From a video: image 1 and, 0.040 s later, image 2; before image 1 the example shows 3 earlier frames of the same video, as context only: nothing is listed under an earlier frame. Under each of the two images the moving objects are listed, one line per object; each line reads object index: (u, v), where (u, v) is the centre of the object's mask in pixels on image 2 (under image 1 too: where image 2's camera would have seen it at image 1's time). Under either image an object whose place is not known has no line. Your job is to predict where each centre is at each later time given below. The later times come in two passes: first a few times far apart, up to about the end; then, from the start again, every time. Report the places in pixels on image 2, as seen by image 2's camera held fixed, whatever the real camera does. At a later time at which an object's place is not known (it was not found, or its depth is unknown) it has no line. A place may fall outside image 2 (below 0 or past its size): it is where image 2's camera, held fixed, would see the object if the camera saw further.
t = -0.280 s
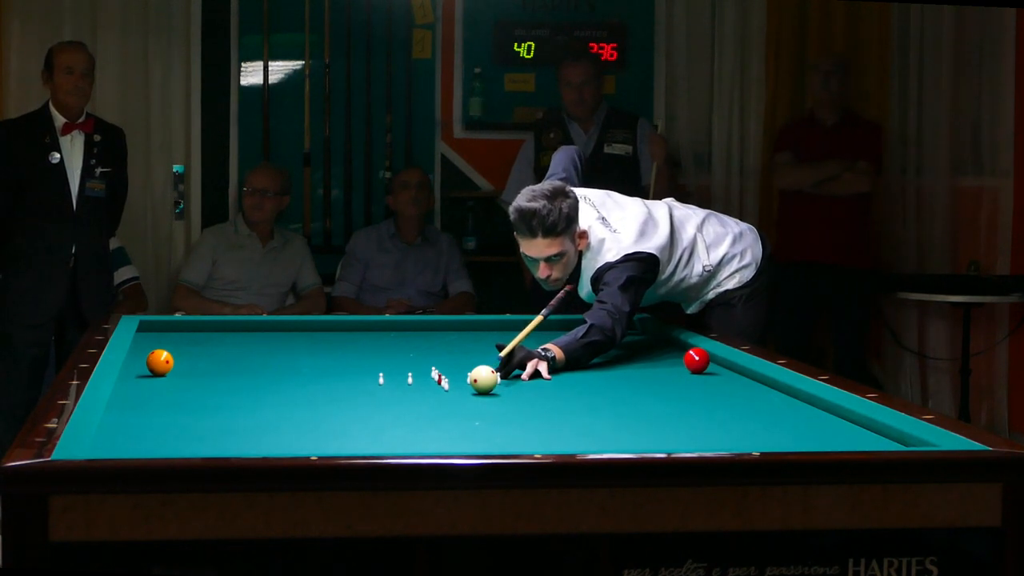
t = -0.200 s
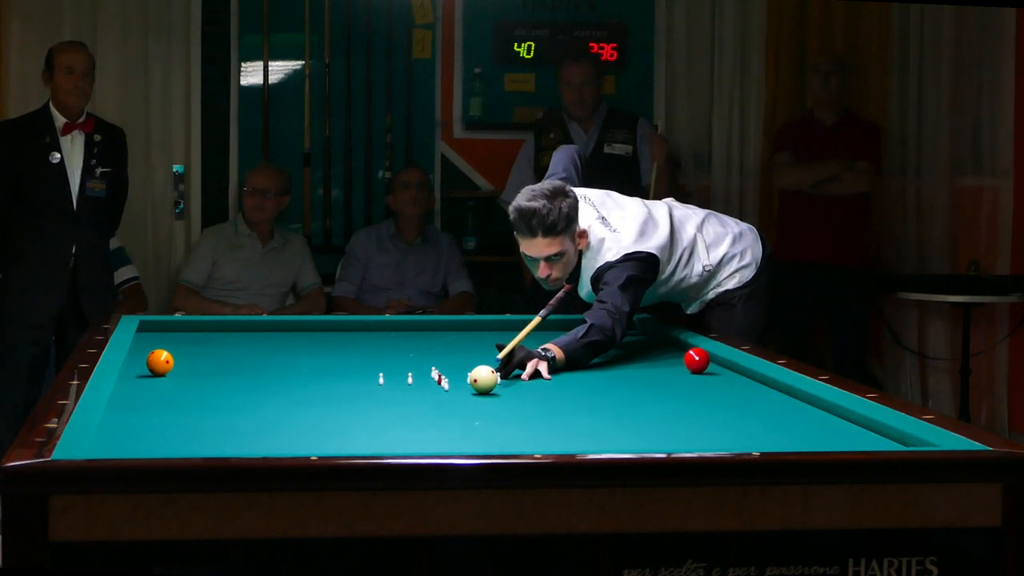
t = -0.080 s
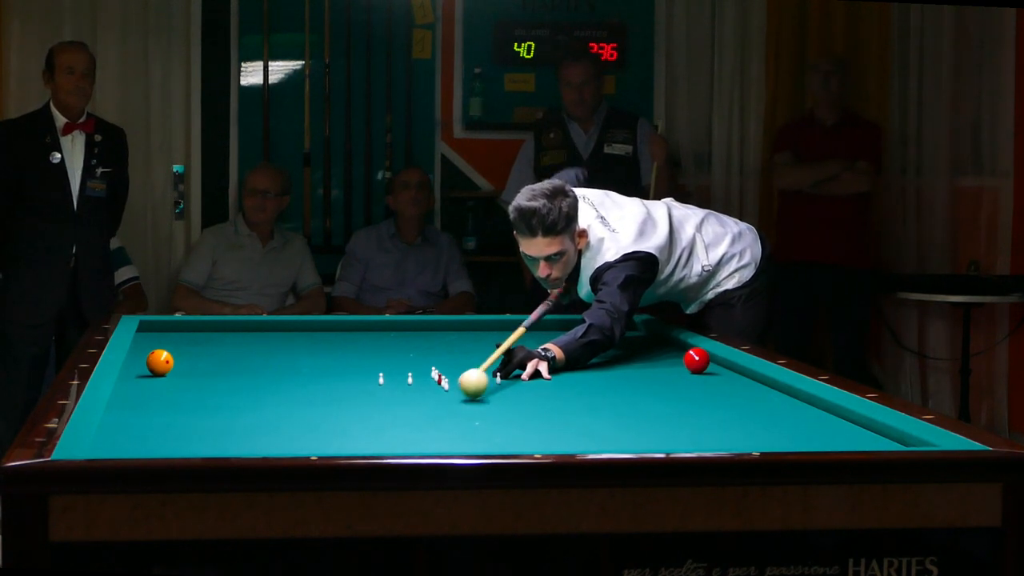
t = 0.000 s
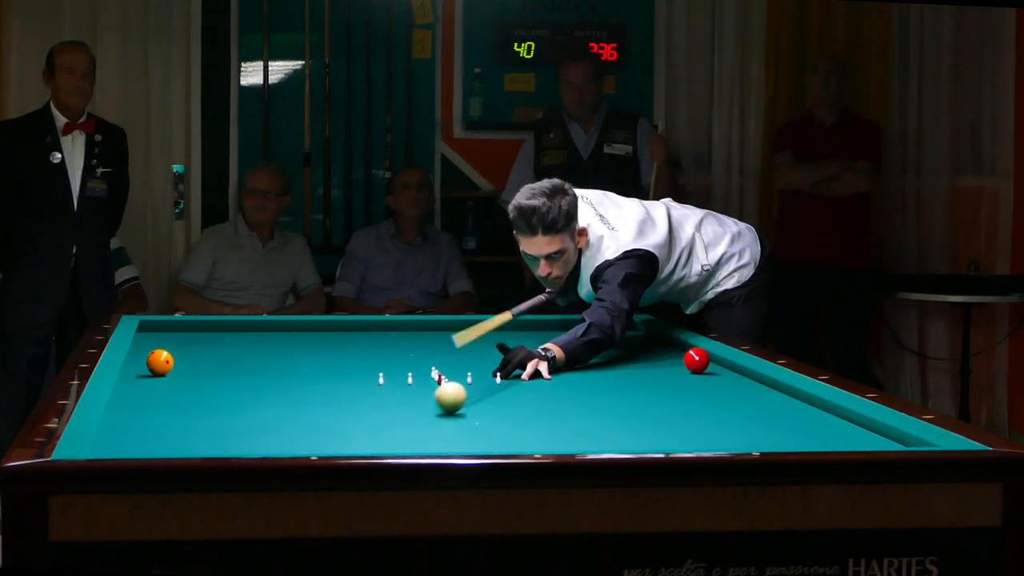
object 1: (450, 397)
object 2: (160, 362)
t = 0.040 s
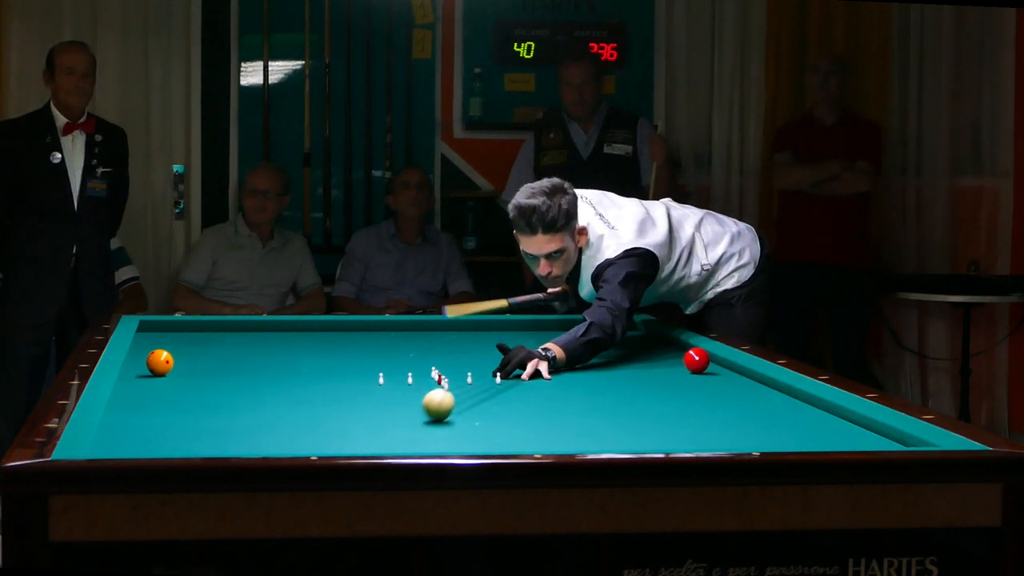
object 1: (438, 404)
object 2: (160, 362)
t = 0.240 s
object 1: (366, 441)
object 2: (160, 362)
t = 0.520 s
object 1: (260, 417)
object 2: (159, 362)
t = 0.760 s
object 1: (191, 389)
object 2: (159, 362)
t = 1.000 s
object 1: (133, 370)
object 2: (160, 362)
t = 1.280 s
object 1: (139, 363)
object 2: (196, 352)
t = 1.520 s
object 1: (141, 358)
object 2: (228, 344)
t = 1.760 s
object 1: (148, 354)
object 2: (256, 336)
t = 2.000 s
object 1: (154, 350)
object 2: (281, 330)
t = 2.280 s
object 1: (161, 346)
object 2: (308, 323)
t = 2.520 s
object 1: (166, 342)
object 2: (325, 325)
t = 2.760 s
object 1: (171, 339)
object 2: (340, 329)
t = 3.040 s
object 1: (176, 335)
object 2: (359, 332)
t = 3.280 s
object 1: (180, 332)
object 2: (376, 336)
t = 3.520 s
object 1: (184, 330)
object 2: (392, 339)
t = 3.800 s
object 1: (188, 326)
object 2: (411, 343)
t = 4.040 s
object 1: (192, 324)
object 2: (428, 346)
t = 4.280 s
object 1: (197, 323)
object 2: (444, 350)
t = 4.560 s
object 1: (209, 324)
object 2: (463, 354)
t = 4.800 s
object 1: (219, 325)
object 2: (480, 358)
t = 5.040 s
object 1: (227, 326)
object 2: (496, 361)
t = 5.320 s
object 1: (237, 327)
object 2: (516, 365)
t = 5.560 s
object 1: (245, 328)
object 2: (532, 369)
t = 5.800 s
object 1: (252, 328)
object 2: (548, 372)
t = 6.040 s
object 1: (259, 329)
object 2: (565, 375)
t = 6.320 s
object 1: (266, 330)
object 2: (583, 380)
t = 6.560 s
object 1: (272, 330)
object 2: (599, 383)
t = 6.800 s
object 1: (277, 331)
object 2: (615, 386)
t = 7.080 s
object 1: (282, 332)
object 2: (633, 390)
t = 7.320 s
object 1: (285, 332)
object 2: (648, 394)
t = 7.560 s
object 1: (288, 332)
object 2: (663, 397)
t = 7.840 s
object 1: (290, 333)
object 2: (680, 400)
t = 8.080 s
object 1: (291, 333)
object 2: (694, 403)
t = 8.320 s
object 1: (291, 333)
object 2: (708, 406)
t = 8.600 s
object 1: (291, 333)
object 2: (724, 410)
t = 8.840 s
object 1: (291, 333)
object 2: (737, 412)
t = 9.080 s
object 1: (291, 333)
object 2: (750, 415)
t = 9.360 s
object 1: (291, 333)
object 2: (764, 418)
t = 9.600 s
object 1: (291, 333)
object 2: (776, 420)
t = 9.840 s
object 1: (291, 333)
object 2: (787, 423)
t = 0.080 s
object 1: (425, 412)
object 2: (160, 362)
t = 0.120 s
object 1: (412, 420)
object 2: (160, 362)
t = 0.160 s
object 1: (397, 428)
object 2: (160, 362)
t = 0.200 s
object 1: (382, 436)
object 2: (160, 362)
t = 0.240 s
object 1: (366, 441)
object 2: (160, 362)
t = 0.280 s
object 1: (349, 446)
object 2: (159, 362)
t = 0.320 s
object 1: (331, 444)
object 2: (160, 362)
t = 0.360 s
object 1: (315, 440)
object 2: (160, 362)
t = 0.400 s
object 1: (300, 436)
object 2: (160, 362)
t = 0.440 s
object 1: (286, 430)
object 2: (160, 362)
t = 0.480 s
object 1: (273, 423)
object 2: (159, 362)
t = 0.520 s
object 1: (260, 417)
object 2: (159, 362)
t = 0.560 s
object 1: (247, 412)
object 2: (159, 362)
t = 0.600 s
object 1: (236, 407)
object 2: (159, 362)
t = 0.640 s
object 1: (224, 402)
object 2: (159, 362)
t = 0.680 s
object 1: (213, 397)
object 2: (159, 362)
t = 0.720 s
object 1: (202, 393)
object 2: (159, 362)
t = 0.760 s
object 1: (191, 389)
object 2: (159, 362)
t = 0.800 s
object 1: (181, 386)
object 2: (159, 362)
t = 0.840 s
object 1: (171, 383)
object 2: (159, 361)
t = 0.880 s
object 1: (161, 380)
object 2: (159, 359)
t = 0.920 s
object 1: (151, 376)
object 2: (161, 359)
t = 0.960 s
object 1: (142, 373)
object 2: (161, 361)
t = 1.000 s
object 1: (133, 370)
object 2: (160, 362)
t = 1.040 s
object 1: (140, 368)
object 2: (162, 362)
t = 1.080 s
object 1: (148, 365)
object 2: (164, 361)
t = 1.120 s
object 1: (147, 365)
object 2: (169, 360)
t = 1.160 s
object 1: (144, 364)
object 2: (176, 358)
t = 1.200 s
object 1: (142, 364)
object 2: (183, 356)
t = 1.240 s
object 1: (141, 364)
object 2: (190, 354)
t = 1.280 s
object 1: (139, 363)
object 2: (196, 352)
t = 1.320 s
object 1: (137, 362)
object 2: (202, 351)
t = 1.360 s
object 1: (137, 361)
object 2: (207, 349)
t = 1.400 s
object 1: (138, 361)
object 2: (213, 348)
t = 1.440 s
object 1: (139, 360)
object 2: (218, 347)
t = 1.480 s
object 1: (140, 359)
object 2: (223, 345)
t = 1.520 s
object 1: (141, 358)
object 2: (228, 344)
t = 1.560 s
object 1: (142, 358)
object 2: (232, 343)
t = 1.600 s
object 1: (143, 357)
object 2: (237, 341)
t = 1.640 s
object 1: (145, 356)
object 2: (242, 340)
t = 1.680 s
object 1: (146, 355)
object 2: (247, 339)
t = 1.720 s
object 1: (147, 355)
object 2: (251, 338)
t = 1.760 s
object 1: (148, 354)
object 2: (256, 336)
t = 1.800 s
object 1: (149, 353)
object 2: (260, 335)
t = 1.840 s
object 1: (150, 353)
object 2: (264, 334)
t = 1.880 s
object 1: (151, 352)
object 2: (269, 333)
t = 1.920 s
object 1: (152, 351)
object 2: (273, 332)
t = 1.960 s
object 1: (153, 351)
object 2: (277, 331)
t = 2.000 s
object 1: (154, 350)
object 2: (281, 330)
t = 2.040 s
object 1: (155, 349)
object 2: (285, 329)
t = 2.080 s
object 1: (156, 349)
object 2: (289, 327)
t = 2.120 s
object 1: (157, 348)
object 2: (293, 327)
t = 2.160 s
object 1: (158, 347)
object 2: (297, 325)
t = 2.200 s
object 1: (159, 347)
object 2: (301, 325)
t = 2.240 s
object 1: (160, 346)
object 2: (304, 324)
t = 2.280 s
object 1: (161, 346)
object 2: (308, 323)
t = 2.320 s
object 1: (161, 345)
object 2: (311, 322)
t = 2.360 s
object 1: (162, 345)
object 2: (314, 323)
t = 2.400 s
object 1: (163, 344)
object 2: (317, 324)
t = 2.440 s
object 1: (164, 344)
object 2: (319, 324)
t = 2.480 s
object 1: (165, 343)
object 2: (322, 325)
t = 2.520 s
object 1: (166, 342)
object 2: (325, 325)
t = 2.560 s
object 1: (167, 341)
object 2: (327, 326)
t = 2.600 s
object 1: (167, 341)
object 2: (330, 326)
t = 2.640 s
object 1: (168, 340)
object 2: (332, 327)
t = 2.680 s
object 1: (169, 340)
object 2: (335, 327)
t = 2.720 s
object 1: (170, 339)
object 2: (338, 328)
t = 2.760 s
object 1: (171, 339)
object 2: (340, 329)
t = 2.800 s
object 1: (171, 338)
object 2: (343, 329)
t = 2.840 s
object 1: (172, 338)
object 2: (346, 330)
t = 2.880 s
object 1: (173, 338)
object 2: (349, 330)
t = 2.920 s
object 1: (174, 337)
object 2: (351, 331)
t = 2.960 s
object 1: (174, 336)
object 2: (354, 331)
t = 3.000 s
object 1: (175, 336)
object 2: (357, 332)
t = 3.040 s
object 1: (176, 335)
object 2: (359, 332)
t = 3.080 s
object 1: (176, 335)
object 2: (362, 333)
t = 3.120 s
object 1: (177, 334)
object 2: (364, 333)
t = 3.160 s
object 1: (178, 334)
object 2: (367, 334)
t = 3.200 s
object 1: (178, 333)
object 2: (370, 335)
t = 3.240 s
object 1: (179, 333)
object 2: (373, 335)
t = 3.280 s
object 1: (180, 332)
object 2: (376, 336)
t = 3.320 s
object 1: (181, 332)
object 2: (378, 336)
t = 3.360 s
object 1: (181, 331)
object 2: (381, 337)
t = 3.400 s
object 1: (182, 331)
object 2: (384, 337)
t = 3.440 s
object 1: (183, 331)
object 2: (386, 338)
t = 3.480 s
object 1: (183, 330)
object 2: (389, 339)
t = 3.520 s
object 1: (184, 330)
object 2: (392, 339)
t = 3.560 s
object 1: (185, 329)
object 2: (395, 340)
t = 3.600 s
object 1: (185, 329)
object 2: (397, 340)
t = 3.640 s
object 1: (186, 328)
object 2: (400, 341)
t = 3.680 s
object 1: (187, 328)
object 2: (403, 341)
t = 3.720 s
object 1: (187, 327)
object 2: (406, 342)
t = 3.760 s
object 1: (188, 327)
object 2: (408, 342)
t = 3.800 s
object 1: (188, 326)
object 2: (411, 343)
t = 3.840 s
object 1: (189, 326)
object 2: (414, 344)
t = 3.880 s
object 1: (190, 326)
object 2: (416, 344)
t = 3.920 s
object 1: (190, 325)
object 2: (419, 345)
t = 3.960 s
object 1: (191, 325)
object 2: (422, 345)
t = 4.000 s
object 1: (191, 325)
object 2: (425, 346)
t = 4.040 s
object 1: (192, 324)
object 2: (428, 346)
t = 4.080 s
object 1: (192, 324)
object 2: (430, 347)
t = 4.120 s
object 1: (193, 323)
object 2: (433, 347)
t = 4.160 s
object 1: (194, 323)
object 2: (436, 348)
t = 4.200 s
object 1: (194, 323)
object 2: (439, 349)
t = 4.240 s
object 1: (195, 323)
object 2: (441, 349)
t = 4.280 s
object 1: (197, 323)
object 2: (444, 350)
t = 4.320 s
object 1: (199, 323)
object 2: (447, 351)
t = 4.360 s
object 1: (201, 323)
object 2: (450, 351)
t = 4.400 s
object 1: (202, 323)
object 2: (452, 352)
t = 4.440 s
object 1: (204, 324)
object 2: (455, 352)
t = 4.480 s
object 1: (206, 324)
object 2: (458, 353)
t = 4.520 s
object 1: (208, 324)
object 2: (461, 354)
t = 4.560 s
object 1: (209, 324)
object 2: (463, 354)
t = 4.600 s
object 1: (211, 324)
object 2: (466, 355)
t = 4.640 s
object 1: (212, 324)
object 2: (469, 355)
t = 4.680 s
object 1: (214, 325)
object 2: (472, 356)
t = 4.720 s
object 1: (215, 325)
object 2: (475, 356)
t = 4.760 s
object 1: (217, 325)
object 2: (477, 357)
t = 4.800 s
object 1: (219, 325)
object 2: (480, 358)
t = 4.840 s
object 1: (220, 325)
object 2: (483, 358)
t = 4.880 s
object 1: (222, 325)
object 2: (486, 359)
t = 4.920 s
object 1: (223, 325)
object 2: (488, 359)
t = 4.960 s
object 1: (225, 326)
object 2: (491, 360)
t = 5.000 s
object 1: (226, 326)
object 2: (494, 360)
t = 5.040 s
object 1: (227, 326)
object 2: (496, 361)
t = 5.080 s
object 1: (229, 326)
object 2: (499, 362)
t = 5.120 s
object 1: (230, 326)
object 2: (502, 362)
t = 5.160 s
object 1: (232, 326)
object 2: (505, 363)
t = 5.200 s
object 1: (233, 326)
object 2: (508, 363)
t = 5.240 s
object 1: (234, 327)
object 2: (510, 364)
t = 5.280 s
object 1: (236, 327)
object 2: (513, 365)
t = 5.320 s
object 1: (237, 327)
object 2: (516, 365)
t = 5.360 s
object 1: (238, 327)
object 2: (519, 366)
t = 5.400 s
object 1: (240, 327)
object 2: (521, 366)
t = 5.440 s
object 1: (241, 327)
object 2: (524, 367)
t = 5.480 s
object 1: (242, 328)
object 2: (527, 368)
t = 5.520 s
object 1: (244, 328)
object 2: (529, 368)
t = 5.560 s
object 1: (245, 328)
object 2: (532, 369)
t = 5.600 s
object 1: (246, 328)
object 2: (535, 369)
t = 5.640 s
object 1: (247, 328)
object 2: (538, 370)
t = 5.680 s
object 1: (249, 328)
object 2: (540, 370)
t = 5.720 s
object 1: (250, 328)
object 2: (543, 371)
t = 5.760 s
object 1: (251, 328)
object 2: (546, 372)
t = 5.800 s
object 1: (252, 328)
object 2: (548, 372)
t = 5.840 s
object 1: (254, 328)
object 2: (551, 373)
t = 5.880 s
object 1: (255, 329)
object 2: (554, 373)
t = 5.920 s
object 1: (256, 329)
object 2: (557, 374)
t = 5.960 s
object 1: (257, 329)
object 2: (559, 374)
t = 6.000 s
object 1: (258, 329)
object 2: (562, 375)
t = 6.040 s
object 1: (259, 329)
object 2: (565, 375)
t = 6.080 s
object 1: (260, 329)
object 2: (567, 376)
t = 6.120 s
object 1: (261, 329)
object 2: (570, 377)
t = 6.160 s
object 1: (262, 330)
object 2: (573, 377)
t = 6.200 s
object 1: (263, 330)
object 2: (576, 378)
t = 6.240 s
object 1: (265, 330)
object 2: (578, 378)
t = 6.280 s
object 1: (266, 330)
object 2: (581, 379)
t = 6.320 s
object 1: (266, 330)
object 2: (583, 380)
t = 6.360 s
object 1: (267, 330)
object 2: (586, 380)
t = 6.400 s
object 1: (268, 330)
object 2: (589, 381)
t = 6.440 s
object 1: (269, 330)
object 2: (591, 381)
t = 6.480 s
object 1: (270, 330)
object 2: (594, 382)
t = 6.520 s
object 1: (271, 330)
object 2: (597, 382)
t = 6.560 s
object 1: (272, 330)
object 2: (599, 383)
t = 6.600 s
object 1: (273, 331)
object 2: (602, 383)
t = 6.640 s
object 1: (274, 331)
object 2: (605, 384)
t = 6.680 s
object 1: (274, 331)
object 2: (607, 385)
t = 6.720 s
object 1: (275, 331)
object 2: (610, 385)
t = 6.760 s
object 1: (276, 331)
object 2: (612, 386)
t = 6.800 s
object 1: (277, 331)
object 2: (615, 386)
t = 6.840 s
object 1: (278, 331)
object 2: (618, 387)
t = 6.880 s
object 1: (278, 331)
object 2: (620, 387)
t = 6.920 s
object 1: (279, 331)
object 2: (623, 388)
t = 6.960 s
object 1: (280, 331)
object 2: (625, 388)
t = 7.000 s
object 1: (281, 331)
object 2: (628, 389)
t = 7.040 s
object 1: (281, 331)
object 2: (630, 390)
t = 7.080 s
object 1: (282, 332)
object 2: (633, 390)
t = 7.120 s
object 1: (283, 332)
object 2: (635, 391)
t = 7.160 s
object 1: (283, 332)
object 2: (638, 391)
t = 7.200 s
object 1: (284, 332)
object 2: (640, 392)
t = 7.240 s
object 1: (284, 332)
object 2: (643, 392)
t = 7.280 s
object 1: (285, 332)
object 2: (645, 393)
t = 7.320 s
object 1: (285, 332)
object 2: (648, 394)
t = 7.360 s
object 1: (286, 332)
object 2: (650, 394)
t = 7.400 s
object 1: (286, 332)
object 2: (653, 394)
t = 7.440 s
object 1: (287, 332)
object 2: (655, 395)
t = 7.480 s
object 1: (287, 332)
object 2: (658, 396)
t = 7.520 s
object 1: (287, 332)
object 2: (660, 396)
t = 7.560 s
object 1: (288, 332)
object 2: (663, 397)
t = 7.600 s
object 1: (288, 332)
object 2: (665, 397)
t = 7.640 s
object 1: (288, 332)
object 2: (668, 398)
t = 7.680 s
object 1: (289, 333)
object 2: (670, 398)
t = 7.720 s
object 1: (289, 333)
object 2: (673, 399)
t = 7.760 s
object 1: (289, 333)
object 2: (675, 399)
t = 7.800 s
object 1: (290, 333)
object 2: (678, 400)
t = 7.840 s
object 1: (290, 333)
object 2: (680, 400)
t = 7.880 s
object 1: (290, 333)
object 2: (683, 401)
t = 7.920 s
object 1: (290, 333)
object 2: (685, 401)
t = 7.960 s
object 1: (290, 333)
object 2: (687, 402)
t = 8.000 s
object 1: (290, 333)
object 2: (690, 402)
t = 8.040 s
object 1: (291, 333)
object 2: (692, 403)
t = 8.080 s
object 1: (291, 333)
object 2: (694, 403)
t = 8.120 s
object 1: (291, 333)
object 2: (697, 404)
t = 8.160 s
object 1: (291, 333)
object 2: (699, 405)
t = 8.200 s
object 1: (291, 333)
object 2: (701, 405)
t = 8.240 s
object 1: (291, 333)
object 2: (704, 405)
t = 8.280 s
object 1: (291, 333)
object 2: (706, 406)
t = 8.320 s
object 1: (291, 333)
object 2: (708, 406)
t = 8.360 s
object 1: (292, 333)
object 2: (711, 407)
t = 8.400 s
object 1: (291, 333)
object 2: (713, 407)
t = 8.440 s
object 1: (291, 333)
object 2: (715, 408)
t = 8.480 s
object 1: (291, 333)
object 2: (718, 408)
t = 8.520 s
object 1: (291, 333)
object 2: (720, 409)
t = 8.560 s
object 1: (291, 333)
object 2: (722, 409)
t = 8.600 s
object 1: (291, 333)
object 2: (724, 410)
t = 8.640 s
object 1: (291, 333)
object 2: (727, 410)
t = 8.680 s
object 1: (291, 333)
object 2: (729, 411)
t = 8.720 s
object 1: (291, 333)
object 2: (731, 411)
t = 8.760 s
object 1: (291, 333)
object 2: (733, 412)
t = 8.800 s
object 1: (291, 333)
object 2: (735, 412)
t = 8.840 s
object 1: (291, 333)
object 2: (737, 412)
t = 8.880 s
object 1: (291, 333)
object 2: (739, 413)
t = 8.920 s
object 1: (291, 333)
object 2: (741, 413)
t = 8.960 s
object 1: (291, 333)
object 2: (743, 414)
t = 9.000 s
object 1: (291, 333)
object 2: (746, 414)
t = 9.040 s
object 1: (291, 333)
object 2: (748, 415)
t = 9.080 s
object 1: (291, 333)
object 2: (750, 415)
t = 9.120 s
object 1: (291, 333)
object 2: (752, 415)
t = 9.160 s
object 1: (291, 333)
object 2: (754, 416)
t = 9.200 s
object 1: (291, 333)
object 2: (756, 417)
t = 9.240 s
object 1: (291, 333)
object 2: (758, 417)
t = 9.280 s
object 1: (291, 333)
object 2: (760, 417)
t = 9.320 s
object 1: (291, 333)
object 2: (762, 418)
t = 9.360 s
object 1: (291, 333)
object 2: (764, 418)
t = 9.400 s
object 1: (291, 333)
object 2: (766, 418)
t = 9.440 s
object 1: (291, 333)
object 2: (768, 419)
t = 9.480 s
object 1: (291, 333)
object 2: (770, 419)
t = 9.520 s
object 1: (291, 333)
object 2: (772, 420)
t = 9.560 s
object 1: (291, 333)
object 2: (774, 420)
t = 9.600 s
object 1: (291, 333)
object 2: (776, 420)
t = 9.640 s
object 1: (291, 333)
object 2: (777, 421)
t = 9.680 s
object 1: (291, 333)
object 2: (779, 422)
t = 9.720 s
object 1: (291, 333)
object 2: (781, 422)
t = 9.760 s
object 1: (291, 333)
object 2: (783, 422)
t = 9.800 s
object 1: (291, 333)
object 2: (785, 423)
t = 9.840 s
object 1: (291, 333)
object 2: (787, 423)
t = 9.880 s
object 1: (291, 333)
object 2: (788, 423)
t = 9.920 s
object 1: (291, 333)
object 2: (790, 424)
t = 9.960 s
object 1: (291, 333)
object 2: (792, 424)
